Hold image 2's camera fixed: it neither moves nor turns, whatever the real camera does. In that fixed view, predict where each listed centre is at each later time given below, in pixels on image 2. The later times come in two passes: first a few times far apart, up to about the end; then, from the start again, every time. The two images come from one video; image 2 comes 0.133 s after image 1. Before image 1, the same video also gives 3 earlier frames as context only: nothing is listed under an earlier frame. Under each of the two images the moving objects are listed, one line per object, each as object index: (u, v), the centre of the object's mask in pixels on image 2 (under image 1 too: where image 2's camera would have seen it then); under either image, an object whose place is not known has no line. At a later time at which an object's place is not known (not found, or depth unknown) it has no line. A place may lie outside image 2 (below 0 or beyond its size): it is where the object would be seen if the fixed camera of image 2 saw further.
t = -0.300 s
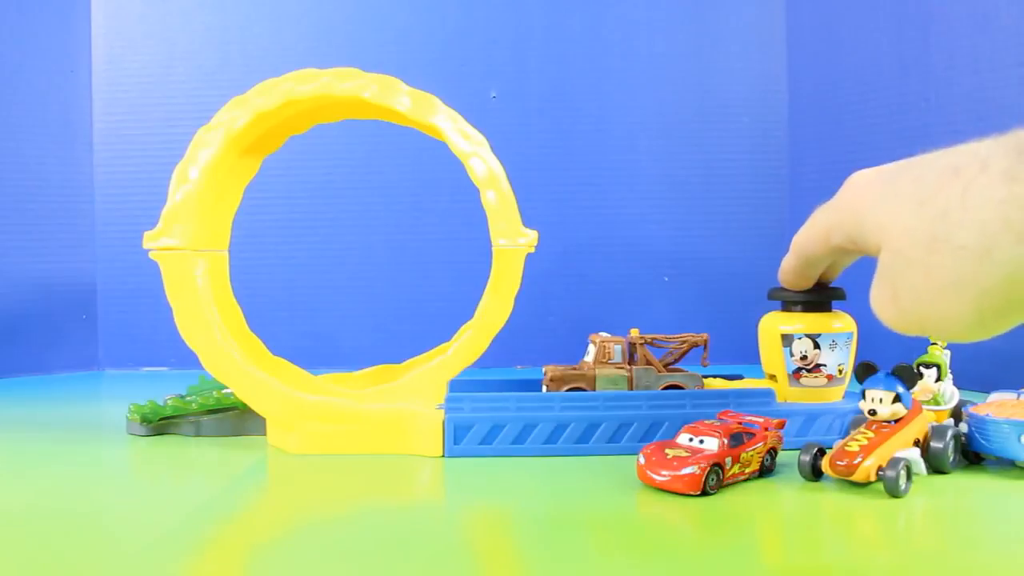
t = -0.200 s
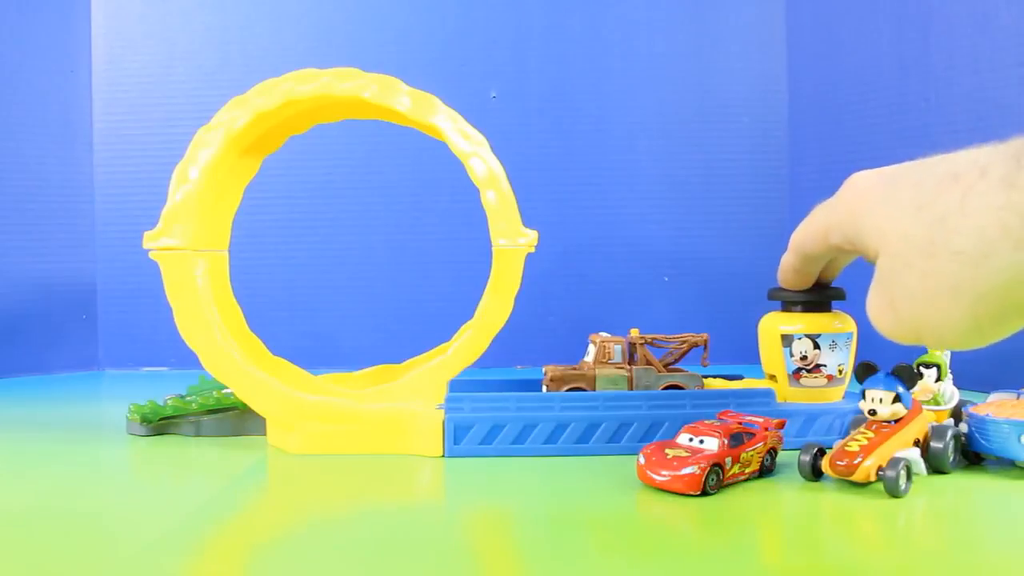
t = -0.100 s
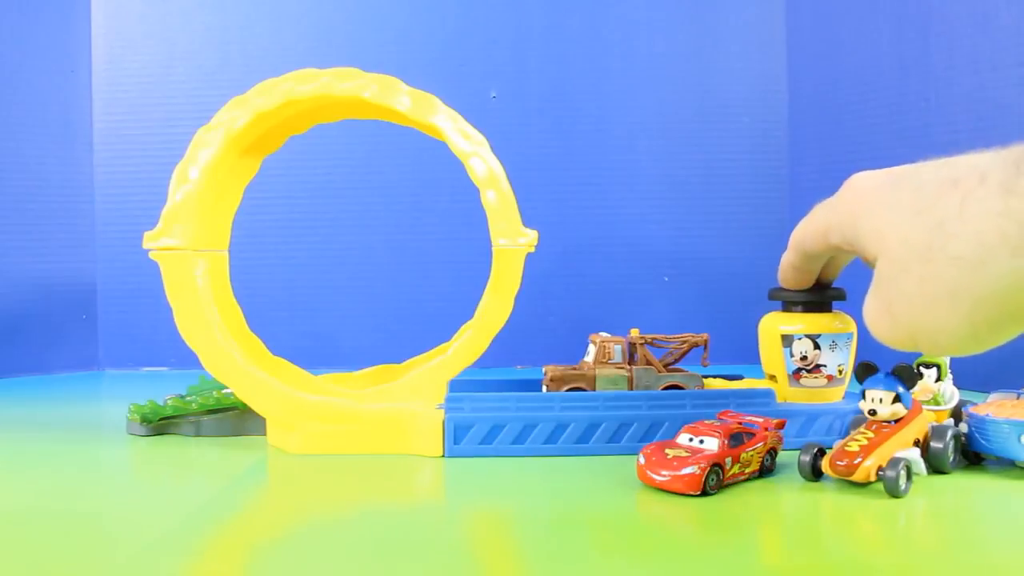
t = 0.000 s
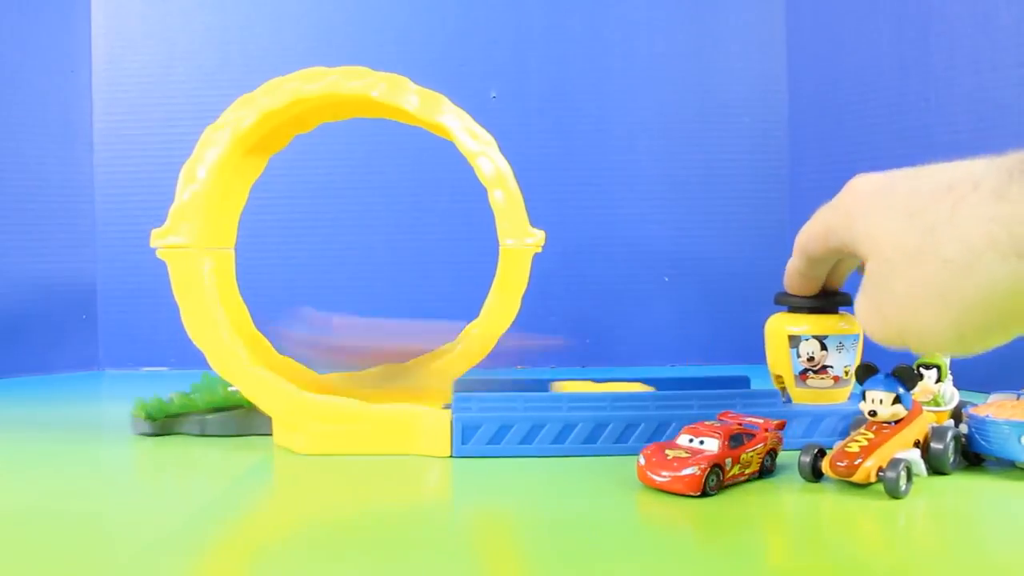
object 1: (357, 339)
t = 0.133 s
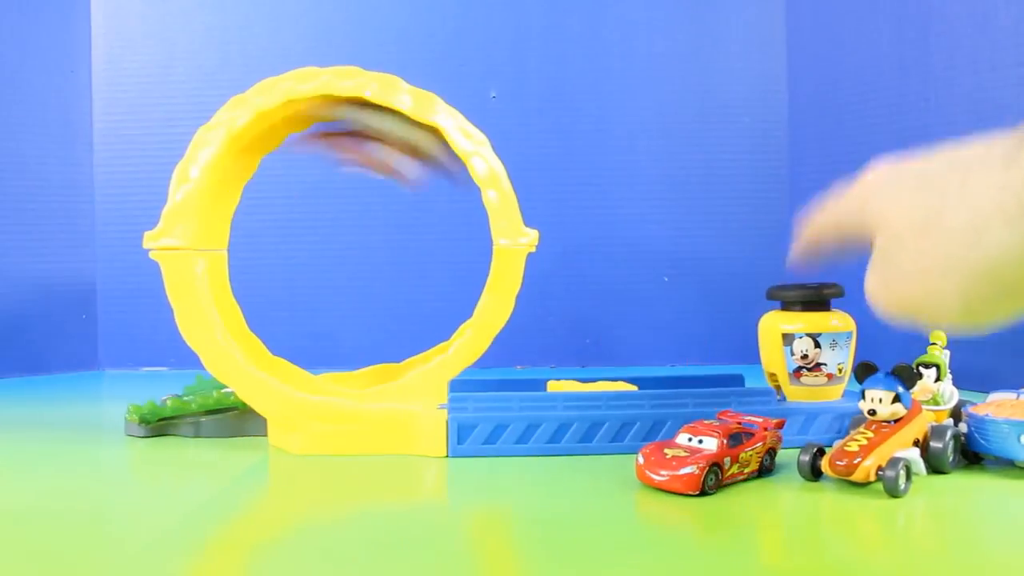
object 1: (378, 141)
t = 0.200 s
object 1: (460, 233)
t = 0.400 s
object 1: (139, 371)
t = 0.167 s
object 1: (433, 176)
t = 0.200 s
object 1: (460, 233)
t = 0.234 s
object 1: (452, 293)
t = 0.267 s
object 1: (408, 339)
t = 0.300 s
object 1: (357, 353)
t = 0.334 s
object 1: (310, 345)
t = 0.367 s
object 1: (178, 368)
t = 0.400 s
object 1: (139, 371)
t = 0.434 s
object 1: (99, 376)
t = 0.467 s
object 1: (55, 380)
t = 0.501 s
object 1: (31, 377)
